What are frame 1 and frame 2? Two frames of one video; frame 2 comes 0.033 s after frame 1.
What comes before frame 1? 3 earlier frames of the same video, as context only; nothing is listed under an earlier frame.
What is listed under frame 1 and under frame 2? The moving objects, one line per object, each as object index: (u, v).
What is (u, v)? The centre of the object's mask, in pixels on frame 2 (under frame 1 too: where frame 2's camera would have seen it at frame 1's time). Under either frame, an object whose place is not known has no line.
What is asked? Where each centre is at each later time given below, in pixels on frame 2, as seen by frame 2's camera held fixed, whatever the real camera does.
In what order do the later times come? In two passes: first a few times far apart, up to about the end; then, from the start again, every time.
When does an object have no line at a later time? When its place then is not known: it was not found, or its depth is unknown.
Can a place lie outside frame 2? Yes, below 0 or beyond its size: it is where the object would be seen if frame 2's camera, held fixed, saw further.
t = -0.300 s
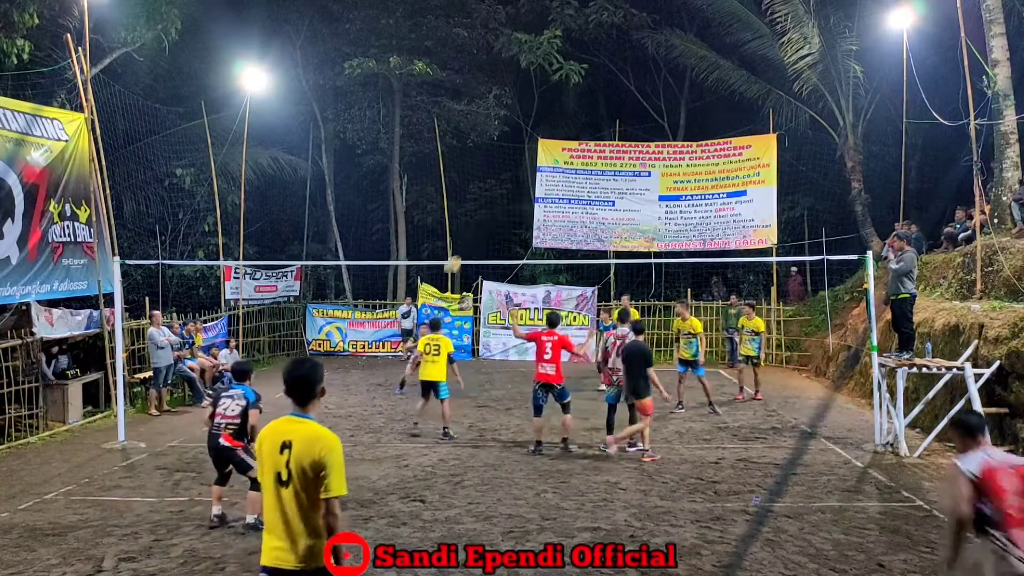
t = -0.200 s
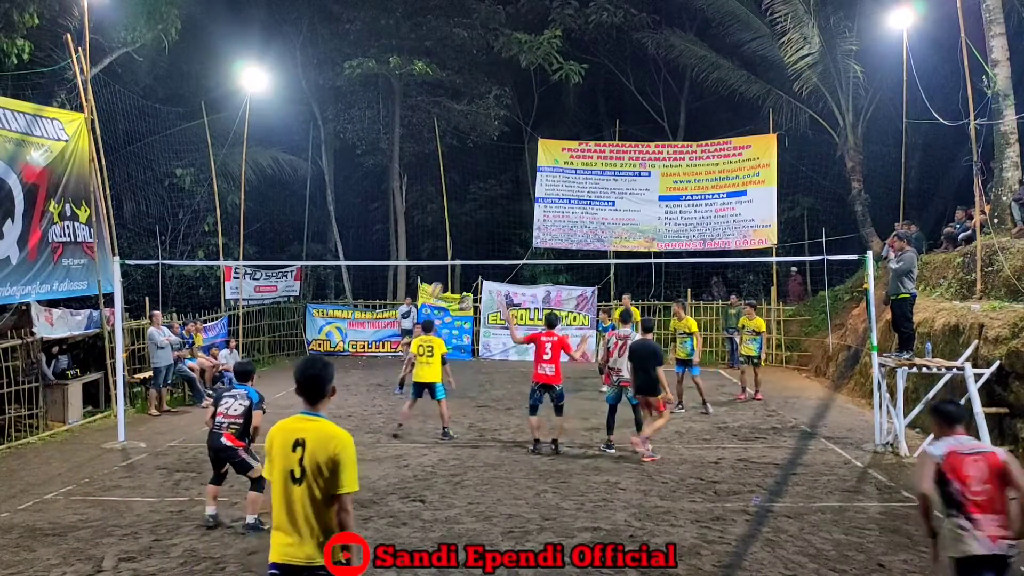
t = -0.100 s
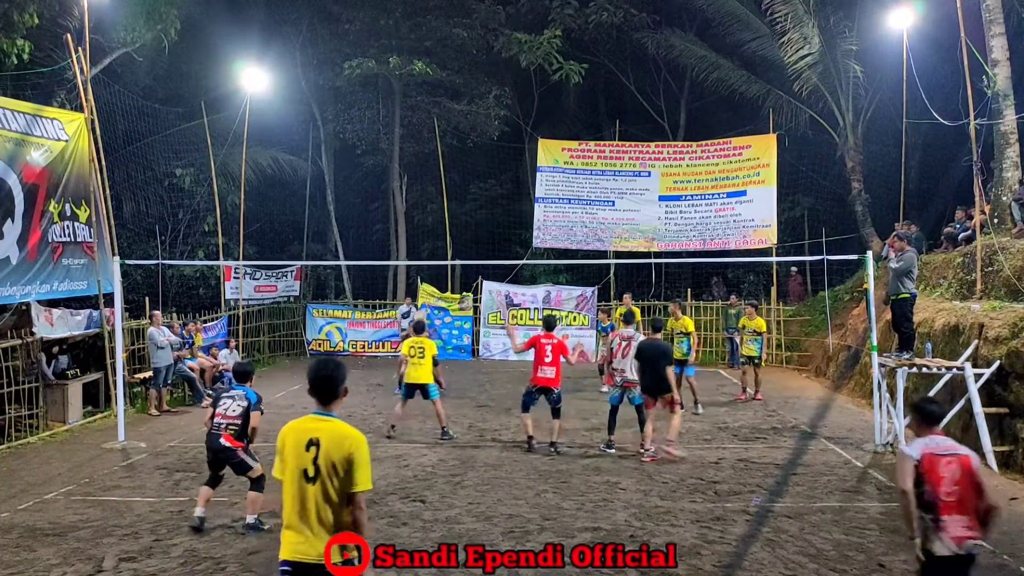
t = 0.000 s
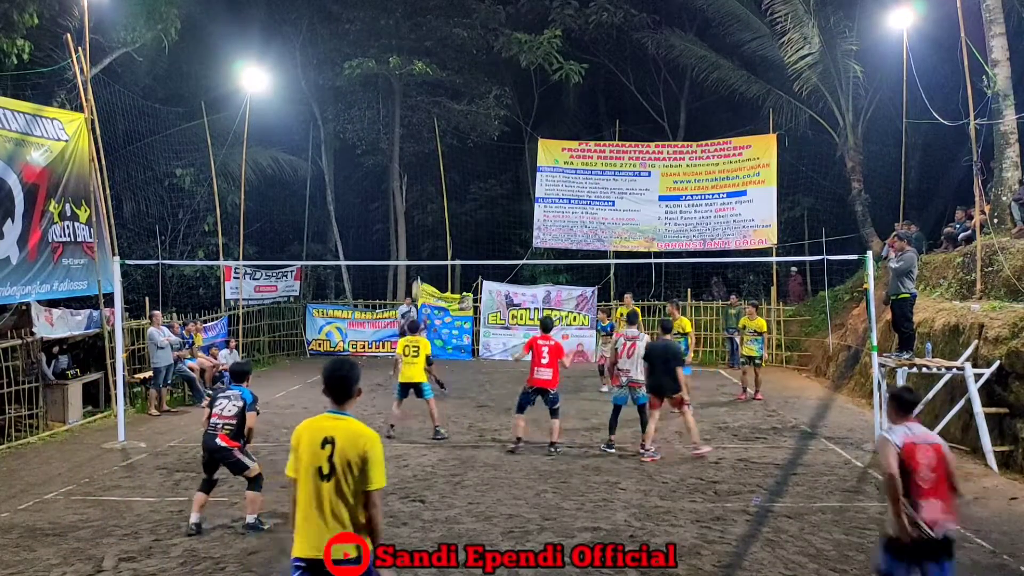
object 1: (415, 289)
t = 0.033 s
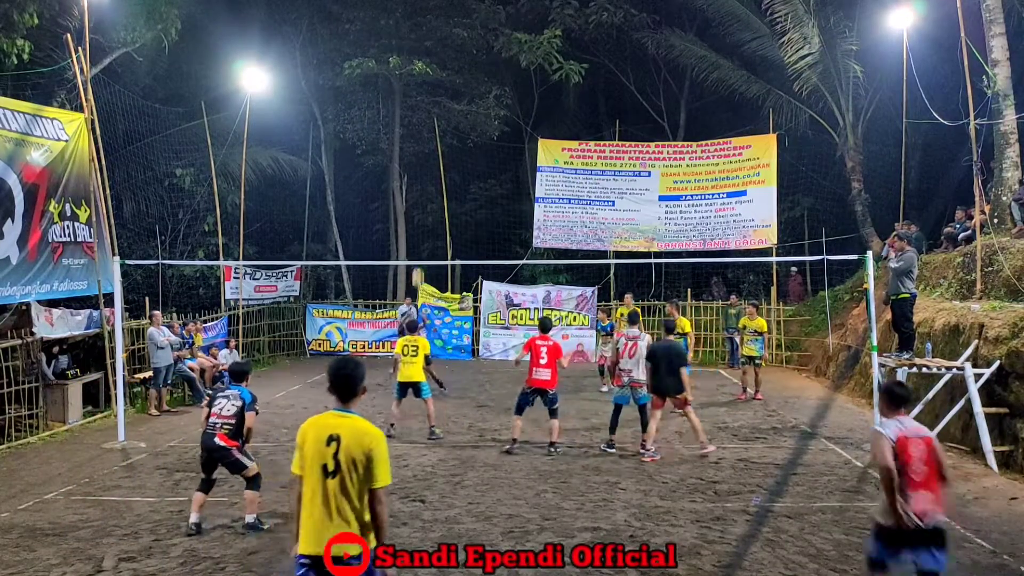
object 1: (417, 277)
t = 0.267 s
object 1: (420, 198)
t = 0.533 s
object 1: (423, 142)
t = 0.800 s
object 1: (427, 125)
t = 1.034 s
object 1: (430, 147)
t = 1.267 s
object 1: (435, 207)
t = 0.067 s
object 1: (418, 265)
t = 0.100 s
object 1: (419, 252)
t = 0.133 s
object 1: (419, 240)
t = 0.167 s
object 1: (419, 229)
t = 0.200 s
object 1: (420, 218)
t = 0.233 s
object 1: (420, 208)
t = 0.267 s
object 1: (420, 198)
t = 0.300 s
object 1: (421, 189)
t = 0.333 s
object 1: (421, 181)
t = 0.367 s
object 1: (422, 173)
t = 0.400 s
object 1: (422, 165)
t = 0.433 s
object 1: (422, 158)
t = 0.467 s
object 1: (423, 153)
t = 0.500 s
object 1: (423, 147)
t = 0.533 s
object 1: (423, 142)
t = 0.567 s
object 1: (423, 138)
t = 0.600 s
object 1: (424, 134)
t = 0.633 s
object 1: (424, 131)
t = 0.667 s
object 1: (425, 128)
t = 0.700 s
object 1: (425, 126)
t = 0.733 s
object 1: (426, 125)
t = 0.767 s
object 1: (426, 125)
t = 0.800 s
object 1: (427, 125)
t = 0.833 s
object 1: (427, 126)
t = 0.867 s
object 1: (428, 128)
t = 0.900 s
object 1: (428, 129)
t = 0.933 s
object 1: (429, 133)
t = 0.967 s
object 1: (429, 137)
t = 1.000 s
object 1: (430, 141)
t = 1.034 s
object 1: (430, 147)
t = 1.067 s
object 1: (431, 153)
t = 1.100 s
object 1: (431, 160)
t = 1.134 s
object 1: (432, 168)
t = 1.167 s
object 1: (433, 176)
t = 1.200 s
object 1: (433, 186)
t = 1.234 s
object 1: (434, 196)
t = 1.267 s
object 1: (435, 207)
